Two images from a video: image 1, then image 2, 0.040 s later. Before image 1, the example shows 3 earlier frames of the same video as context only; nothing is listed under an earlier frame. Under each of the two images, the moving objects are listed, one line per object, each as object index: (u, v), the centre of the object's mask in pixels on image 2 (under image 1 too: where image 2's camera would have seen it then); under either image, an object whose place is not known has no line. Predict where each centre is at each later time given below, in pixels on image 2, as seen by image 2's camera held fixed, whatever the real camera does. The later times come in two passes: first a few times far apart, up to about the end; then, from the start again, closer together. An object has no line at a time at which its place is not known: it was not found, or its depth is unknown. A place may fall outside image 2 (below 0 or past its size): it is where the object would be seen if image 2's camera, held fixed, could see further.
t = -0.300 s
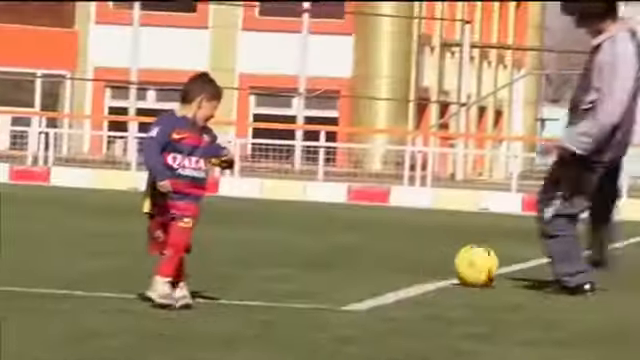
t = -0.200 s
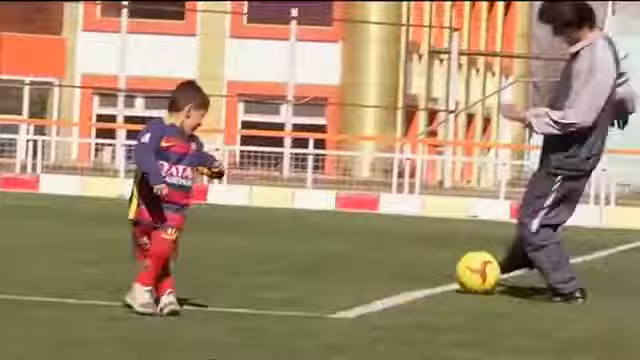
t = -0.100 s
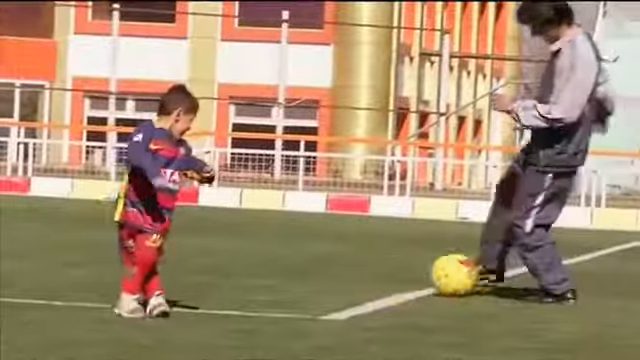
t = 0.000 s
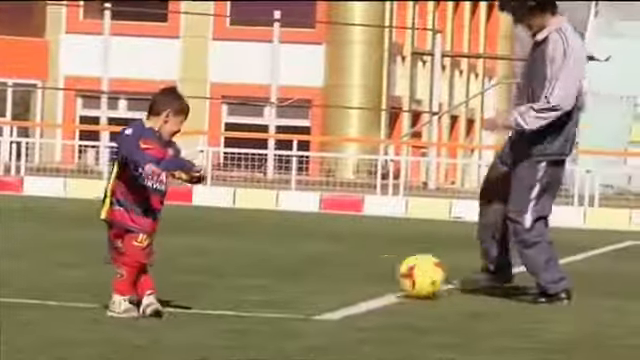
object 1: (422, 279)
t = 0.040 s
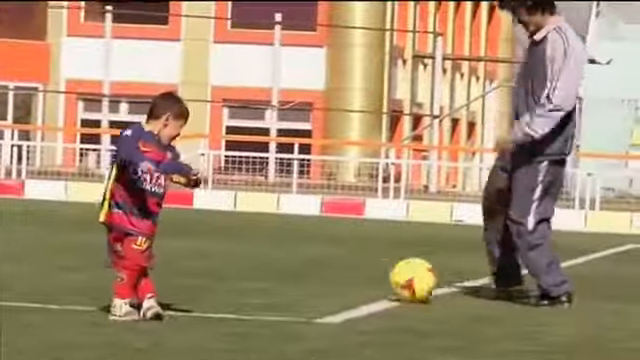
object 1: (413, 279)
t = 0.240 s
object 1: (374, 282)
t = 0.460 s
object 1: (336, 285)
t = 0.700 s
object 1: (292, 287)
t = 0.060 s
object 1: (408, 280)
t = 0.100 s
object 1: (400, 280)
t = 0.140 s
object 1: (392, 281)
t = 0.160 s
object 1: (388, 281)
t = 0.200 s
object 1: (381, 282)
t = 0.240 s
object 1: (374, 282)
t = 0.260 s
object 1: (371, 283)
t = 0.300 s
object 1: (364, 283)
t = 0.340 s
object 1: (357, 283)
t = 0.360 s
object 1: (353, 284)
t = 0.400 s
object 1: (347, 284)
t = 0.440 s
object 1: (340, 284)
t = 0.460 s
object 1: (336, 285)
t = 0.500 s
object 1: (328, 285)
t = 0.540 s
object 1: (320, 285)
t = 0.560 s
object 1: (318, 285)
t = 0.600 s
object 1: (310, 287)
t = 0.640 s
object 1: (303, 287)
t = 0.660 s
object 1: (299, 287)
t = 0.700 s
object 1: (292, 287)
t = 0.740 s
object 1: (284, 287)
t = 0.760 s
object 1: (280, 287)
